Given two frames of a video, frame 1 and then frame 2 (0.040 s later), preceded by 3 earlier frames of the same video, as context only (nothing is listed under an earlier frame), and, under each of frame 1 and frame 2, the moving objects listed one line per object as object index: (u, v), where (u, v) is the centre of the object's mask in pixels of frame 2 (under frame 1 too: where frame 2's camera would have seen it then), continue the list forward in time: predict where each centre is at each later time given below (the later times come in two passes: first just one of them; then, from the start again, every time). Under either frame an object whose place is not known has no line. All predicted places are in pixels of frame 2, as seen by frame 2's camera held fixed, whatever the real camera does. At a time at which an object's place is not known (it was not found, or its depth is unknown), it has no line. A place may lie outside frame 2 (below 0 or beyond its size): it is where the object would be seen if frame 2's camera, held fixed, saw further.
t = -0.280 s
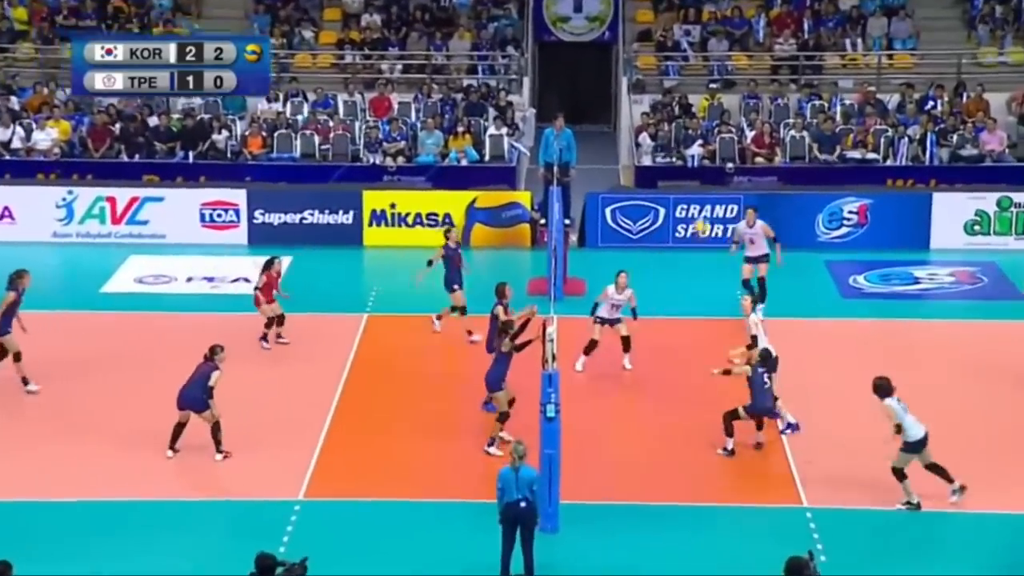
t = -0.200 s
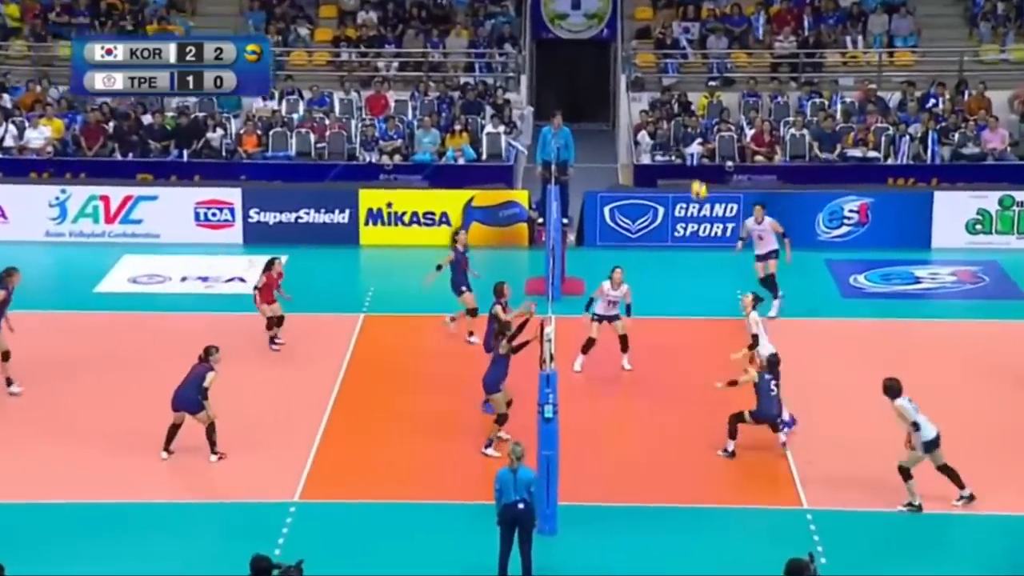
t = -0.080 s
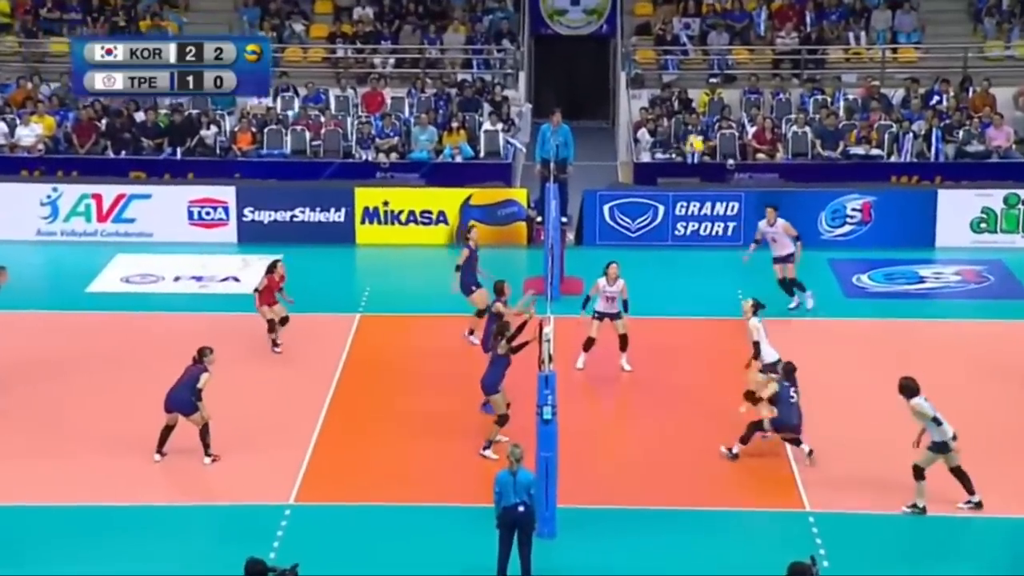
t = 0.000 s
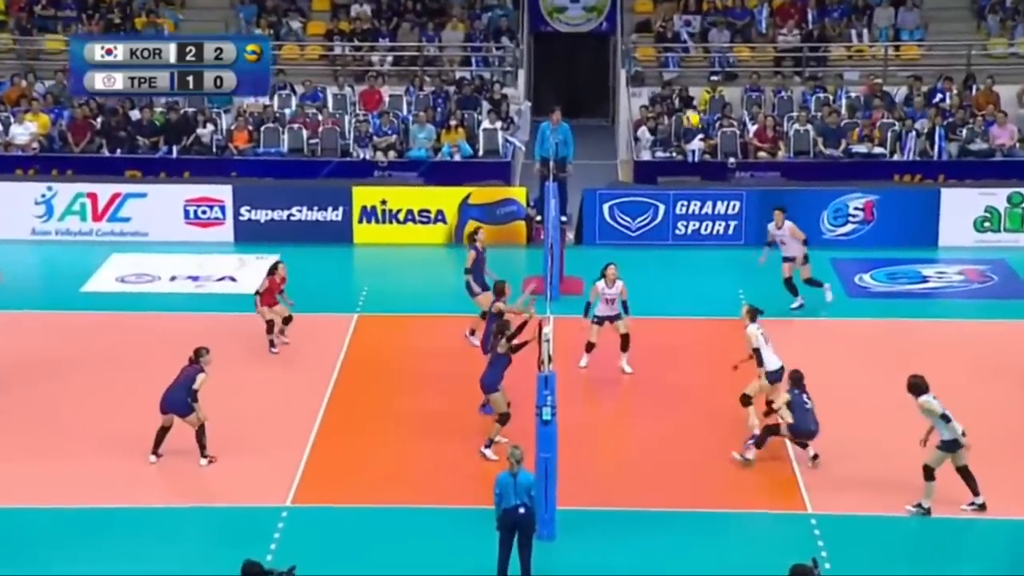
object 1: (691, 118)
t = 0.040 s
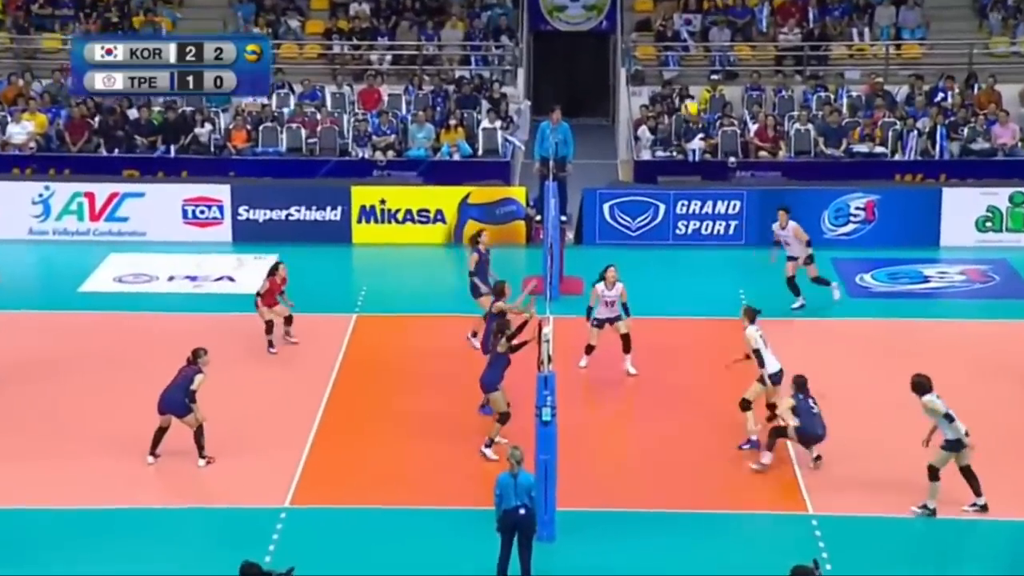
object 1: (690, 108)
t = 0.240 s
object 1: (681, 77)
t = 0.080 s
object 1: (688, 99)
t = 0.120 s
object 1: (686, 91)
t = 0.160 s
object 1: (684, 85)
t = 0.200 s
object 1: (682, 81)
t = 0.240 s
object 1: (681, 77)
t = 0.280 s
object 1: (679, 75)
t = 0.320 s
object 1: (676, 74)
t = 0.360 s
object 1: (676, 74)
